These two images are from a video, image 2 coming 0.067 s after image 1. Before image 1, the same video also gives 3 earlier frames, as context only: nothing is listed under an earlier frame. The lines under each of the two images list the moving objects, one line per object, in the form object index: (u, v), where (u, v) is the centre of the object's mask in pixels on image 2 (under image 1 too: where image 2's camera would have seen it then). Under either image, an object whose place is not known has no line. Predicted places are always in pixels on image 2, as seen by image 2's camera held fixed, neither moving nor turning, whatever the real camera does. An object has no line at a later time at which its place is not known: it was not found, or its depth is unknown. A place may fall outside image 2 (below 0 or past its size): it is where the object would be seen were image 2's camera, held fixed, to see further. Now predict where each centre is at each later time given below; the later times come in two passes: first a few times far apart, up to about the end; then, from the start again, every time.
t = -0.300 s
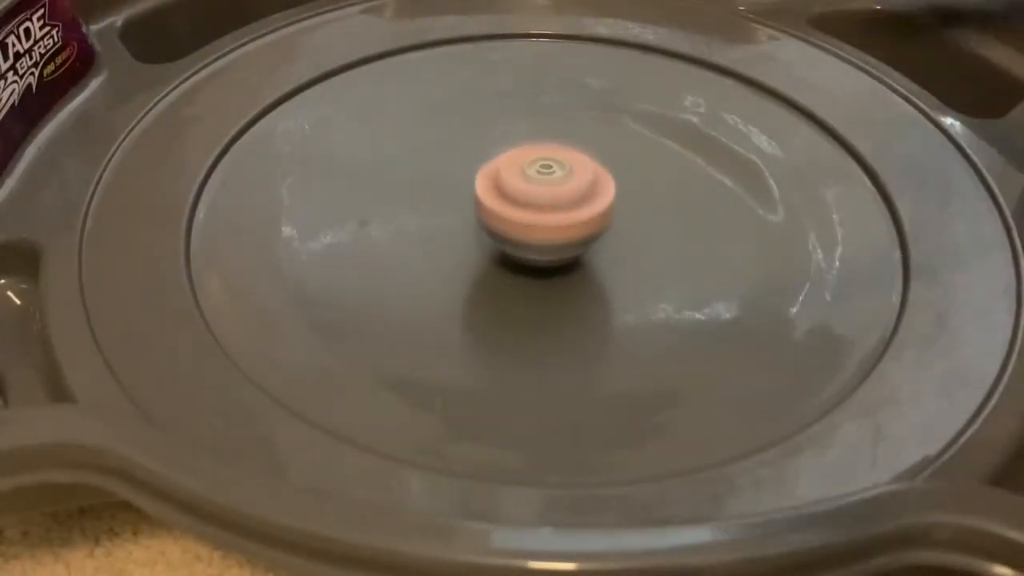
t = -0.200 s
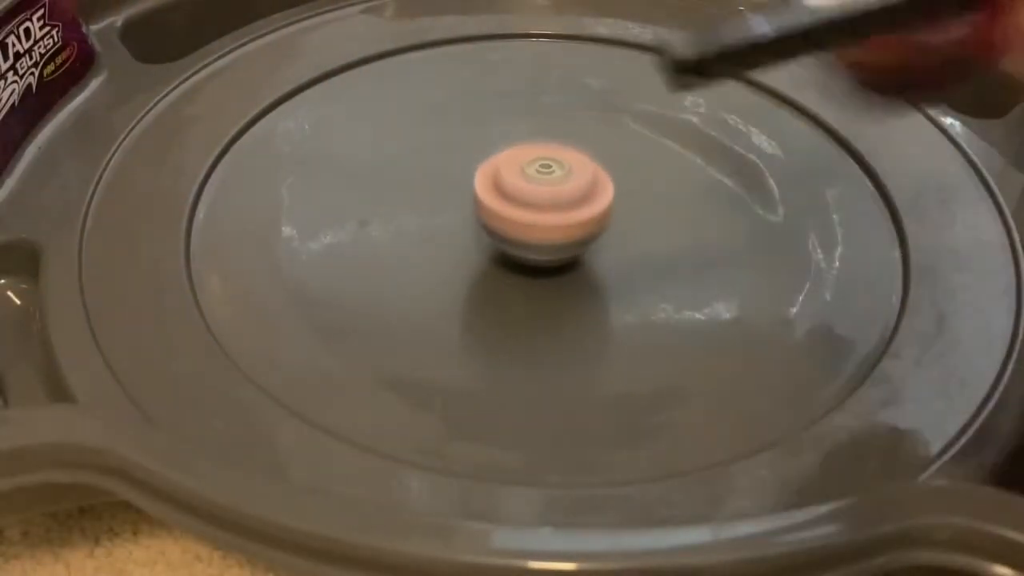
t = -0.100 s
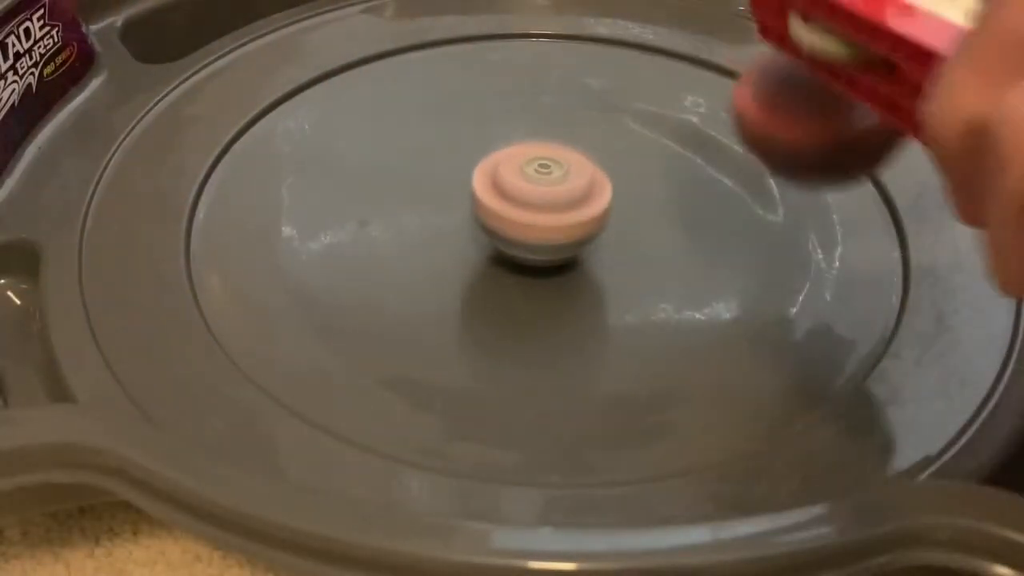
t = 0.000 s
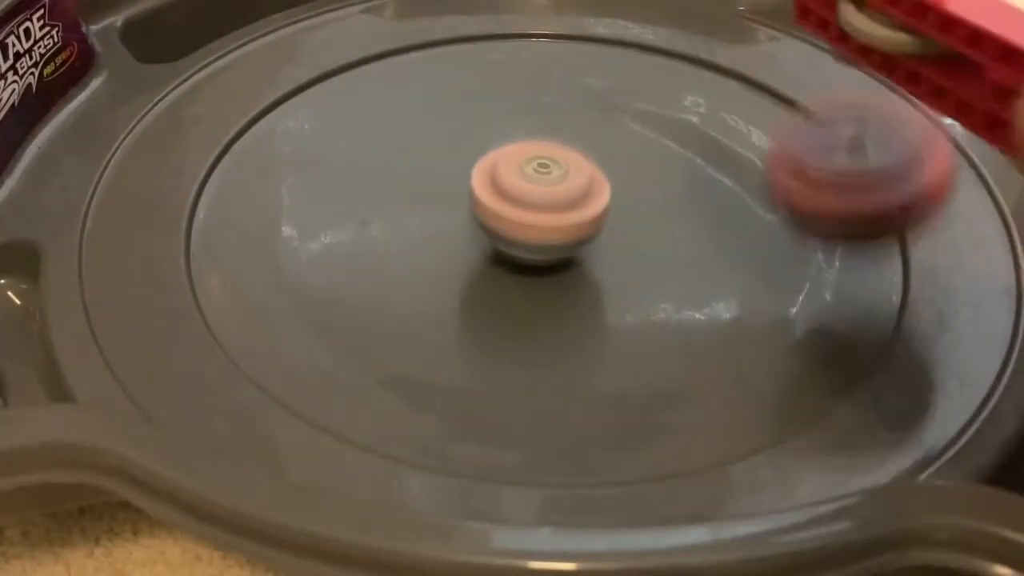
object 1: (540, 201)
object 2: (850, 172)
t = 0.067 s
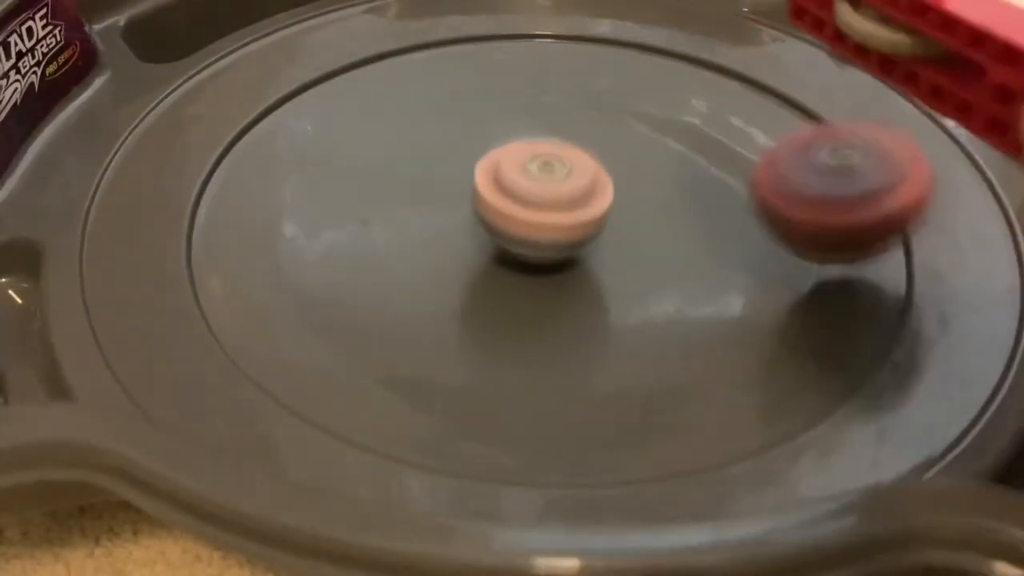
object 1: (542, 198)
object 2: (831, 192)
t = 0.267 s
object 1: (510, 184)
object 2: (699, 186)
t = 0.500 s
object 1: (426, 161)
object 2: (623, 207)
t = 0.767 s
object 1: (359, 37)
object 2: (713, 329)
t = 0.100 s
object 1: (546, 200)
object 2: (813, 194)
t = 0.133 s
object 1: (548, 199)
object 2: (790, 192)
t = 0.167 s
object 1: (548, 198)
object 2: (768, 187)
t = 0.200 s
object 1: (548, 196)
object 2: (724, 187)
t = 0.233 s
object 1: (543, 193)
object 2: (701, 185)
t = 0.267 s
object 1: (510, 184)
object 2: (699, 186)
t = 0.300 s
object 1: (480, 177)
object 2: (696, 187)
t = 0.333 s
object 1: (454, 171)
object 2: (687, 191)
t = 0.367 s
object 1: (437, 166)
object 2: (677, 194)
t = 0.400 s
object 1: (428, 163)
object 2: (664, 198)
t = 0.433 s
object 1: (424, 161)
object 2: (650, 202)
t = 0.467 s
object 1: (425, 161)
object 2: (637, 204)
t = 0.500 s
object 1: (426, 161)
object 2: (623, 207)
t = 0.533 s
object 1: (430, 163)
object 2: (611, 210)
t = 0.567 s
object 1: (435, 165)
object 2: (602, 213)
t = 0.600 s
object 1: (443, 168)
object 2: (594, 216)
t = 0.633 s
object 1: (447, 168)
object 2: (584, 225)
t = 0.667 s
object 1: (413, 118)
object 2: (621, 262)
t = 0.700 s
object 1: (385, 81)
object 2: (658, 294)
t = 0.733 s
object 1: (366, 52)
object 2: (688, 317)
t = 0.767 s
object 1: (359, 37)
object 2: (713, 329)
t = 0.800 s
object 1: (360, 31)
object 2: (729, 339)
